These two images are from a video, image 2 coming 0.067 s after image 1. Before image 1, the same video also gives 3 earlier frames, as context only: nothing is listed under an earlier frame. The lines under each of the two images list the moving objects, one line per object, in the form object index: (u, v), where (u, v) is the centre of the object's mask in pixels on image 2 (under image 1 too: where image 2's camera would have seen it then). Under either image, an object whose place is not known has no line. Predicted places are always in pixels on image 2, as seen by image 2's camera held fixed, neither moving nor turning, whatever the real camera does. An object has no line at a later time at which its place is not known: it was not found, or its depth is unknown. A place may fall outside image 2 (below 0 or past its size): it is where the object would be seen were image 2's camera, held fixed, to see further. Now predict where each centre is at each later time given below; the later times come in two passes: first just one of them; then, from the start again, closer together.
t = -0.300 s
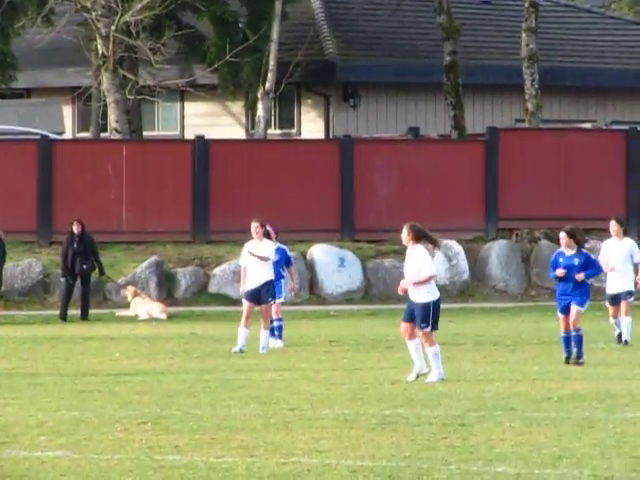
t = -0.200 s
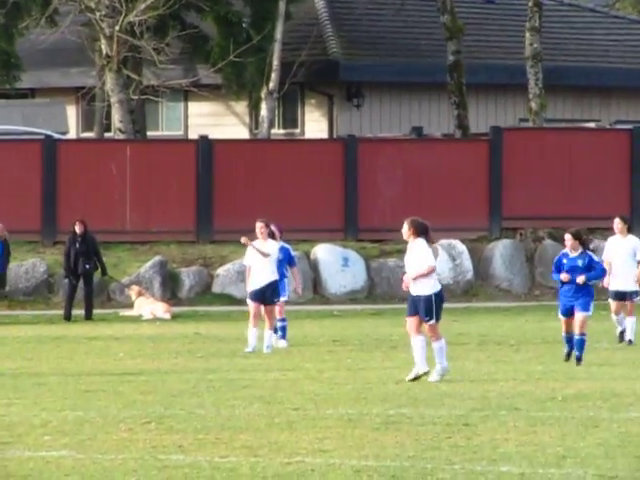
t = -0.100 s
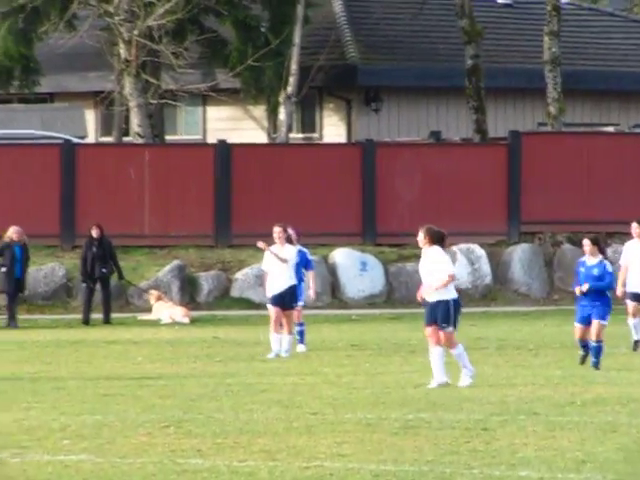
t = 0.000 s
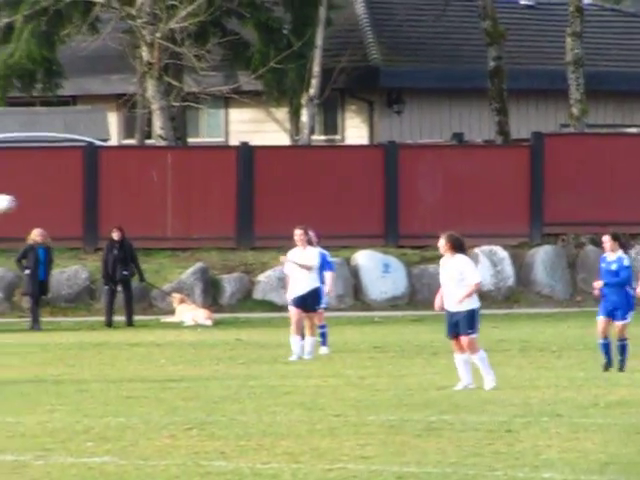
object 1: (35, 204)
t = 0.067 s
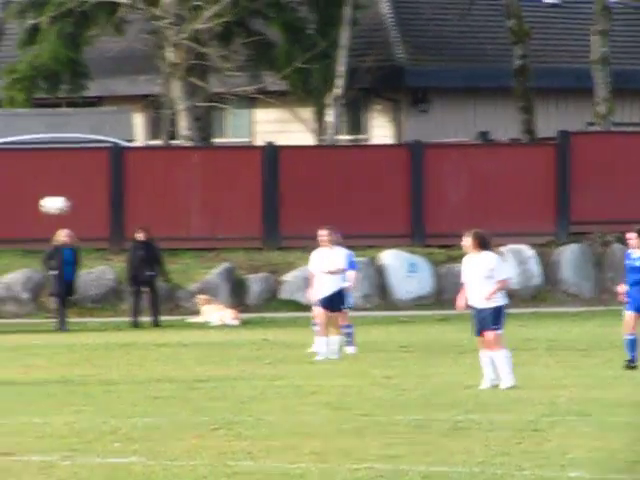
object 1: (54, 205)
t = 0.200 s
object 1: (108, 219)
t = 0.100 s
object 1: (68, 208)
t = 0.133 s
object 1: (81, 210)
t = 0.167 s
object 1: (94, 214)
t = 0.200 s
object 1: (108, 219)
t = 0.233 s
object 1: (121, 224)
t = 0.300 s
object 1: (148, 238)
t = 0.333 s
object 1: (162, 246)
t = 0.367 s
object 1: (174, 255)
